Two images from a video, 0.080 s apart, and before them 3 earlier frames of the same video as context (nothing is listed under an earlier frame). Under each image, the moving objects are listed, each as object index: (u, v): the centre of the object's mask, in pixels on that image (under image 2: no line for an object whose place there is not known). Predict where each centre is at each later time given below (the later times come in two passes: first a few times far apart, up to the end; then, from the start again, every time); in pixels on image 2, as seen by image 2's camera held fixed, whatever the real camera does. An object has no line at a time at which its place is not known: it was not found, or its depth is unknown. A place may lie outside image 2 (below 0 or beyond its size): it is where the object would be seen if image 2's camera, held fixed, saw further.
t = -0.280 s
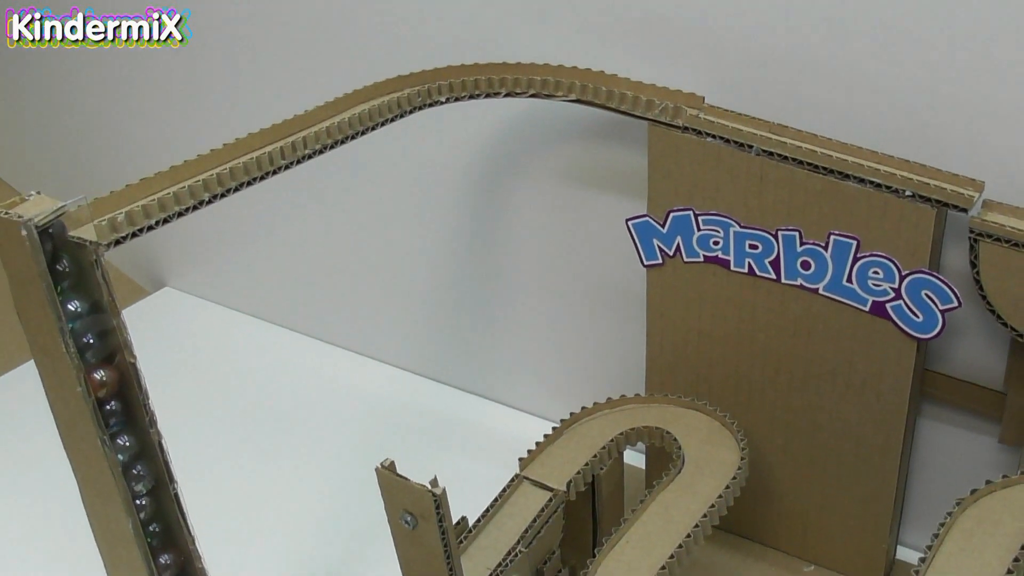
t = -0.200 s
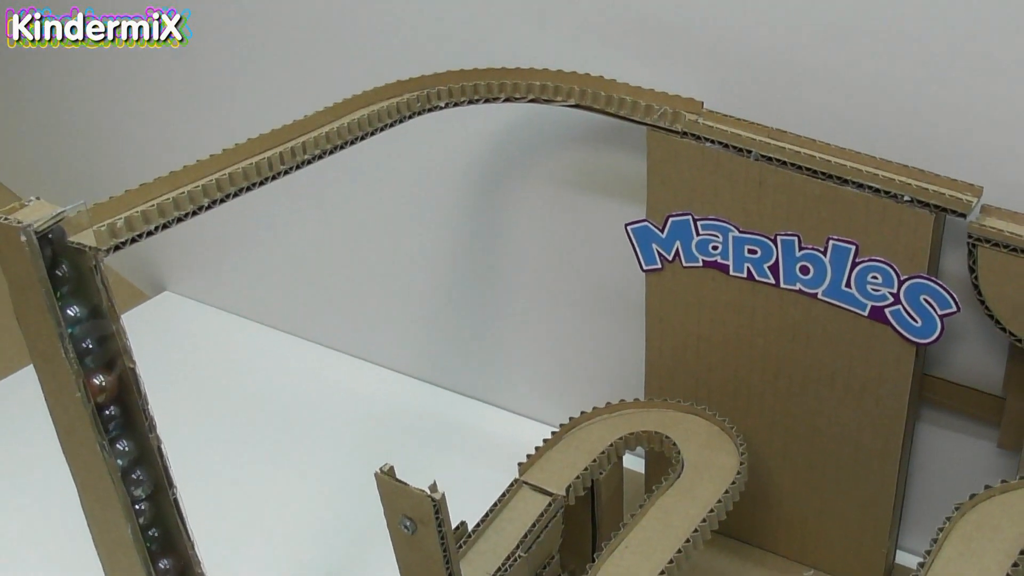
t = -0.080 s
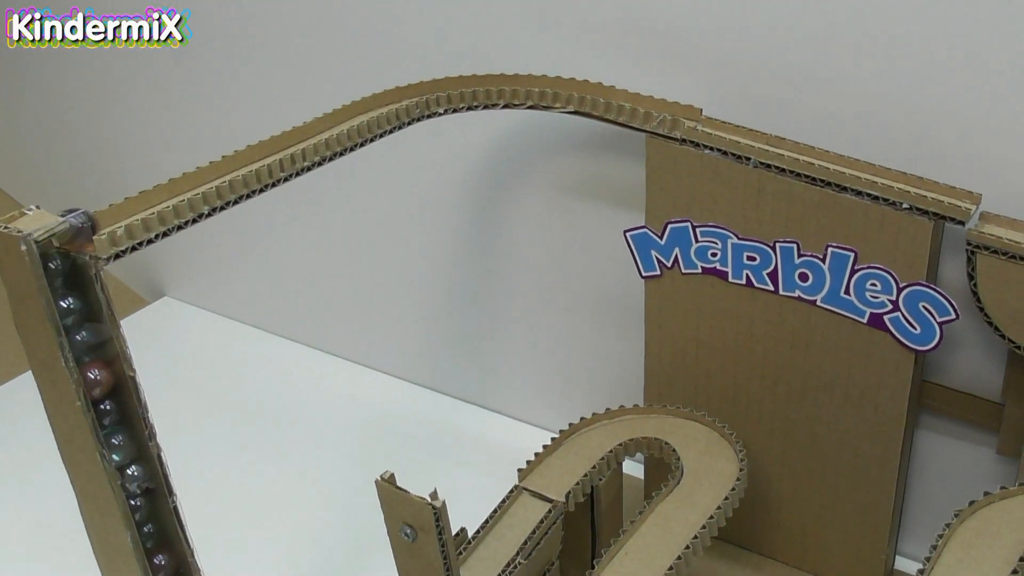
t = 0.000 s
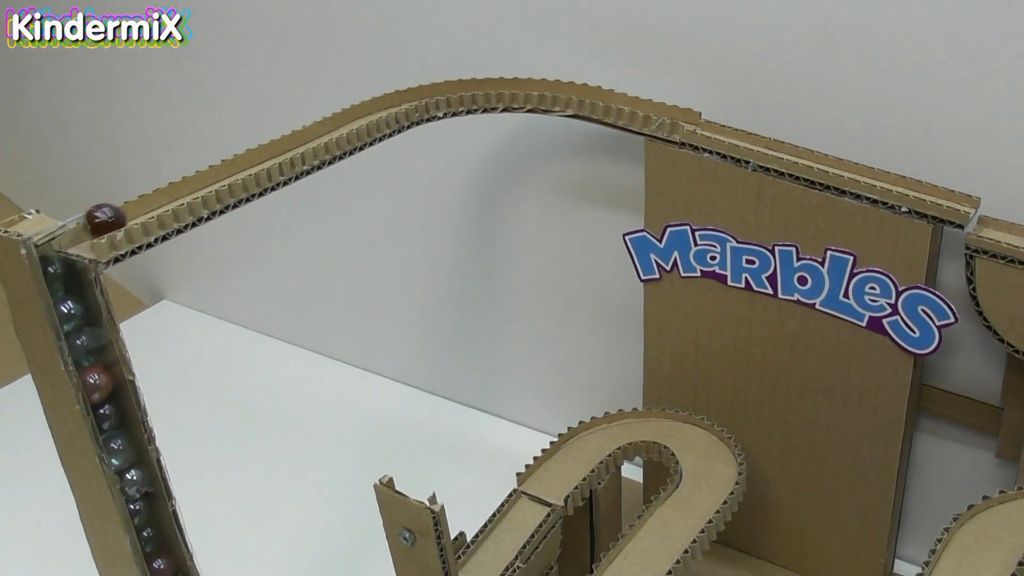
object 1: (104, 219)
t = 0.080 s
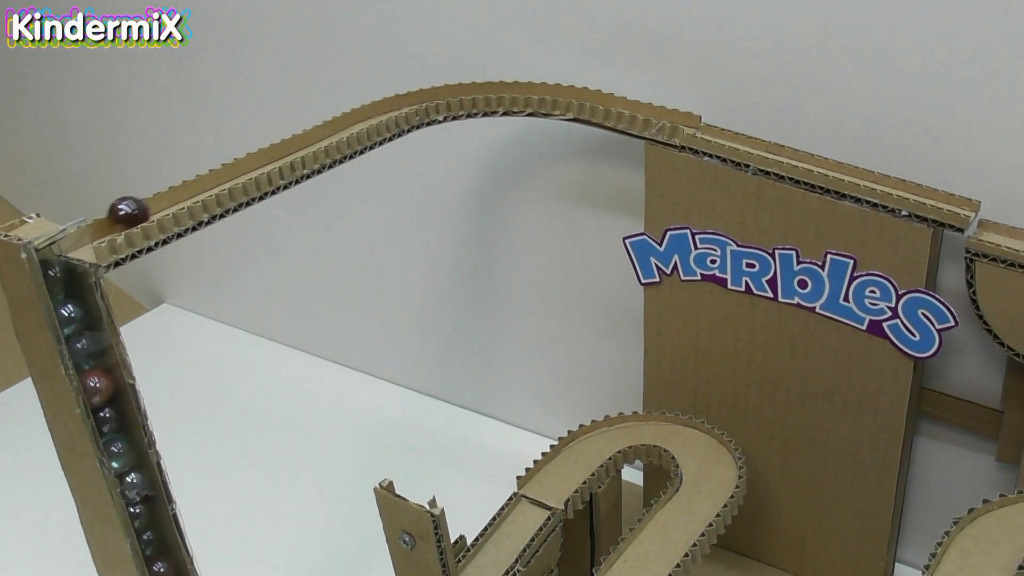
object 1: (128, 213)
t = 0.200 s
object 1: (162, 198)
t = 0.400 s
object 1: (227, 171)
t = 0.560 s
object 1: (282, 148)
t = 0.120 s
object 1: (138, 208)
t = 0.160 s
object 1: (150, 203)
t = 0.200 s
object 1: (162, 198)
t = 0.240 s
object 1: (176, 192)
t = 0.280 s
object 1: (189, 187)
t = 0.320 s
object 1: (202, 180)
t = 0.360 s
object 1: (215, 175)
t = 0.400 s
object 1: (227, 171)
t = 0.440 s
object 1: (240, 166)
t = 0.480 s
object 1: (255, 159)
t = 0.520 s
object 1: (269, 154)
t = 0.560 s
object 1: (282, 148)
